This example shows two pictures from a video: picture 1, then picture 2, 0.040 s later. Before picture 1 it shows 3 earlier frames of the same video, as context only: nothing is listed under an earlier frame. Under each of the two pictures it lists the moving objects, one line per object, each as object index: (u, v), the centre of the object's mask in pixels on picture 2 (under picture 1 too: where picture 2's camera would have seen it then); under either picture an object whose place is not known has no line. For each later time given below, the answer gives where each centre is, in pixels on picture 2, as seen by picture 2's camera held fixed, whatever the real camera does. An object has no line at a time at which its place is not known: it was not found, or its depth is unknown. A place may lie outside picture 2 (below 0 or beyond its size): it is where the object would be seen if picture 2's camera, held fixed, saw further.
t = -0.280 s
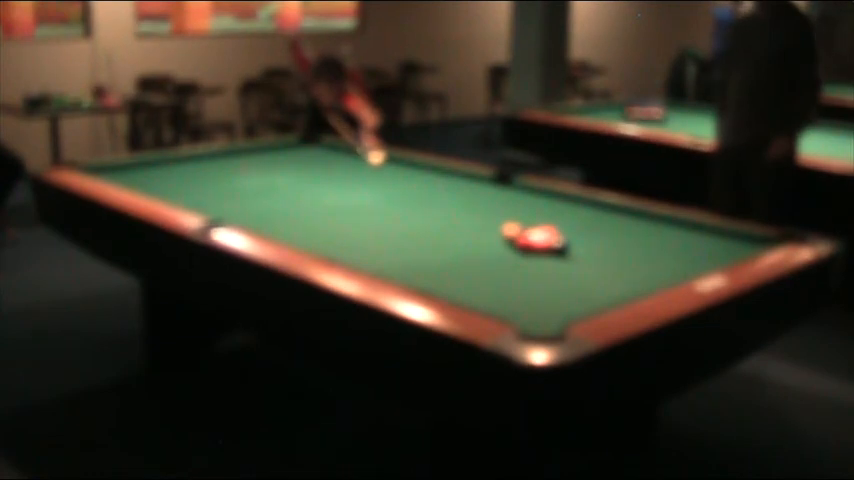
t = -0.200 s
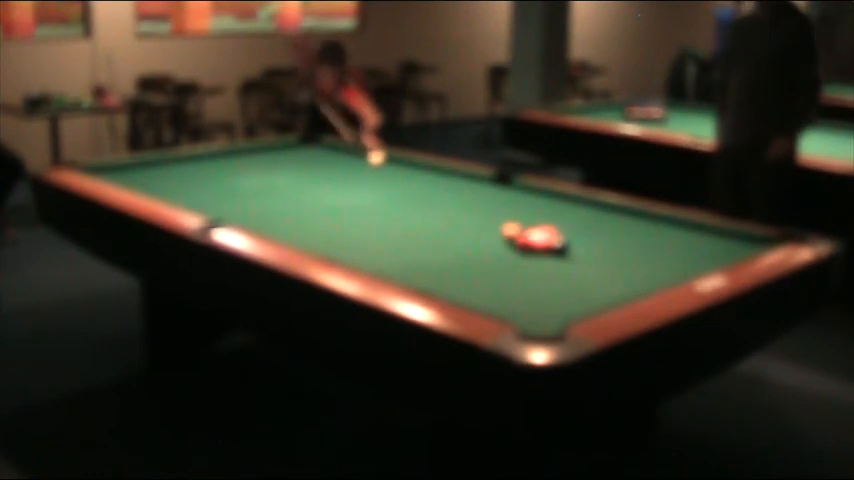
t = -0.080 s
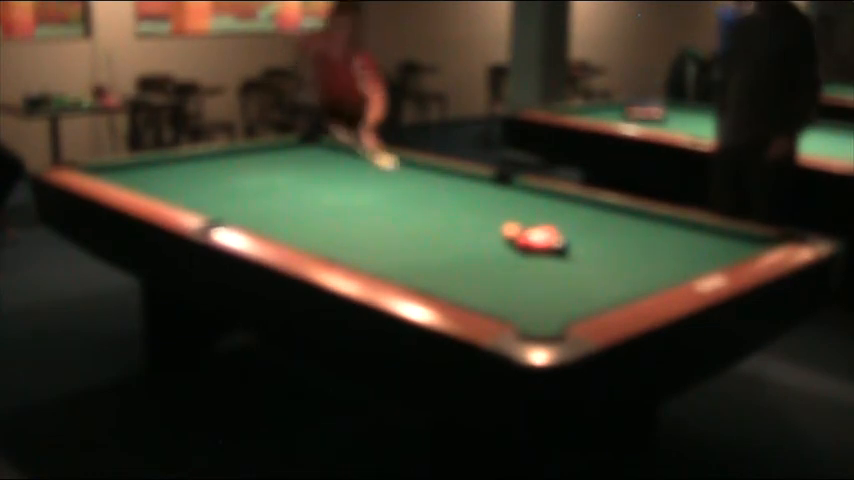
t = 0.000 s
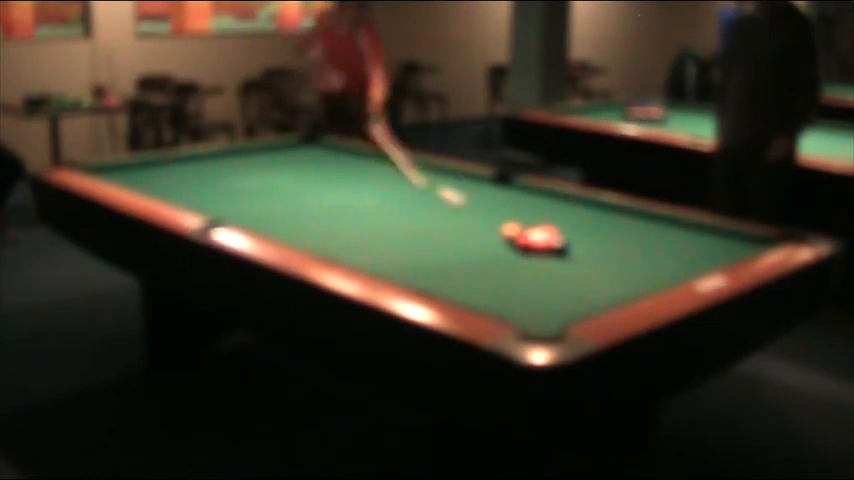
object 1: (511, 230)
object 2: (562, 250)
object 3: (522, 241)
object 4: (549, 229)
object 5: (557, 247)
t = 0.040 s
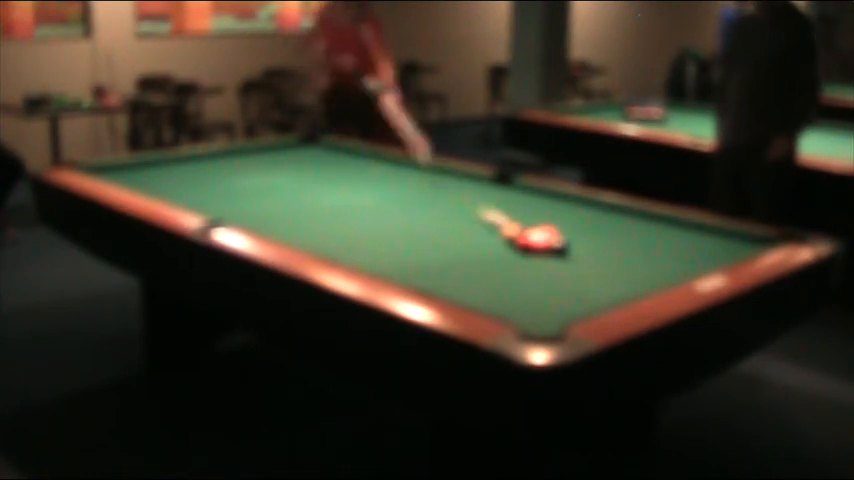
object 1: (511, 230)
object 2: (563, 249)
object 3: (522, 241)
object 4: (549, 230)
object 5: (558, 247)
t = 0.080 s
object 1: (497, 230)
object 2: (586, 252)
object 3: (541, 240)
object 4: (562, 235)
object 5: (569, 247)
